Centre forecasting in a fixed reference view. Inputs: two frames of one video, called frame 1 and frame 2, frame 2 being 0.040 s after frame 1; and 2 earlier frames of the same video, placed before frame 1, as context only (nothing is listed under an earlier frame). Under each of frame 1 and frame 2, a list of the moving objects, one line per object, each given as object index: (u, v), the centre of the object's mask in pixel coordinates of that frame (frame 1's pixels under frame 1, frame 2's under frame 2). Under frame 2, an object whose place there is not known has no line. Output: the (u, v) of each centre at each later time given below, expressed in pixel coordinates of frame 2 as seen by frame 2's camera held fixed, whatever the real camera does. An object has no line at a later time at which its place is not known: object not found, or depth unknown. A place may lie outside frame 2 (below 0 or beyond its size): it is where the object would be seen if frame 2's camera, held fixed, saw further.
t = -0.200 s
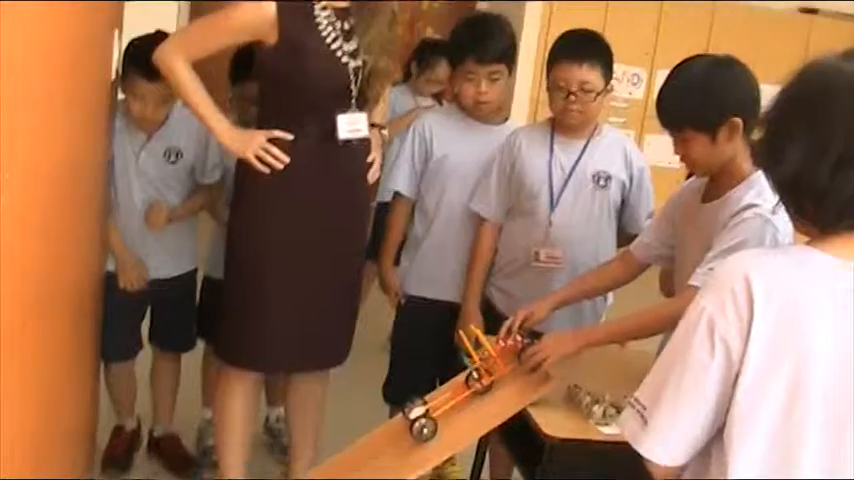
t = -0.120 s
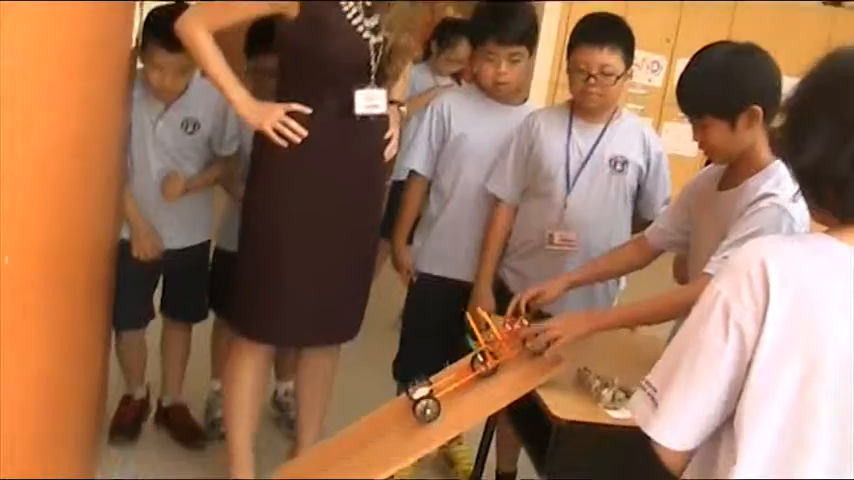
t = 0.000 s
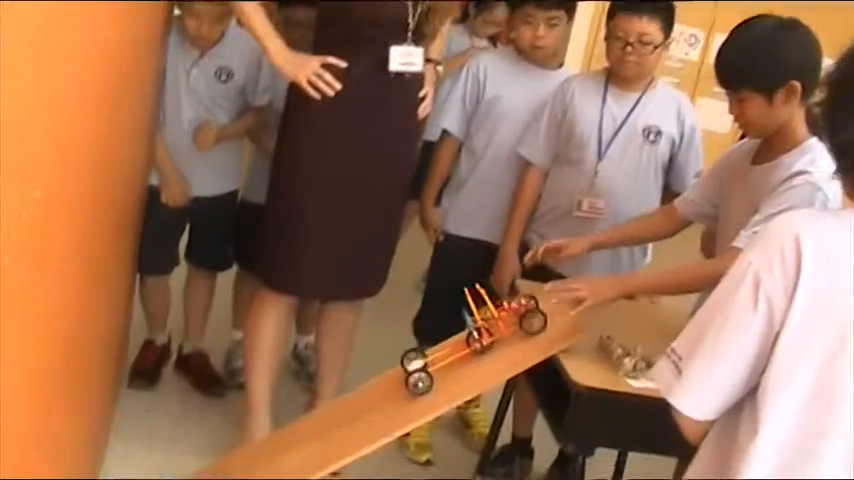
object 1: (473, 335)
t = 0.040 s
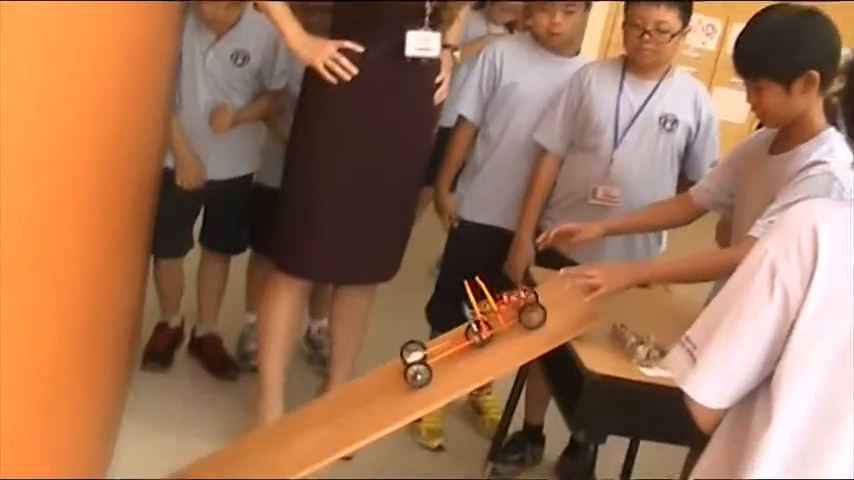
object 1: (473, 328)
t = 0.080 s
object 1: (457, 335)
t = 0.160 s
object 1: (416, 355)
